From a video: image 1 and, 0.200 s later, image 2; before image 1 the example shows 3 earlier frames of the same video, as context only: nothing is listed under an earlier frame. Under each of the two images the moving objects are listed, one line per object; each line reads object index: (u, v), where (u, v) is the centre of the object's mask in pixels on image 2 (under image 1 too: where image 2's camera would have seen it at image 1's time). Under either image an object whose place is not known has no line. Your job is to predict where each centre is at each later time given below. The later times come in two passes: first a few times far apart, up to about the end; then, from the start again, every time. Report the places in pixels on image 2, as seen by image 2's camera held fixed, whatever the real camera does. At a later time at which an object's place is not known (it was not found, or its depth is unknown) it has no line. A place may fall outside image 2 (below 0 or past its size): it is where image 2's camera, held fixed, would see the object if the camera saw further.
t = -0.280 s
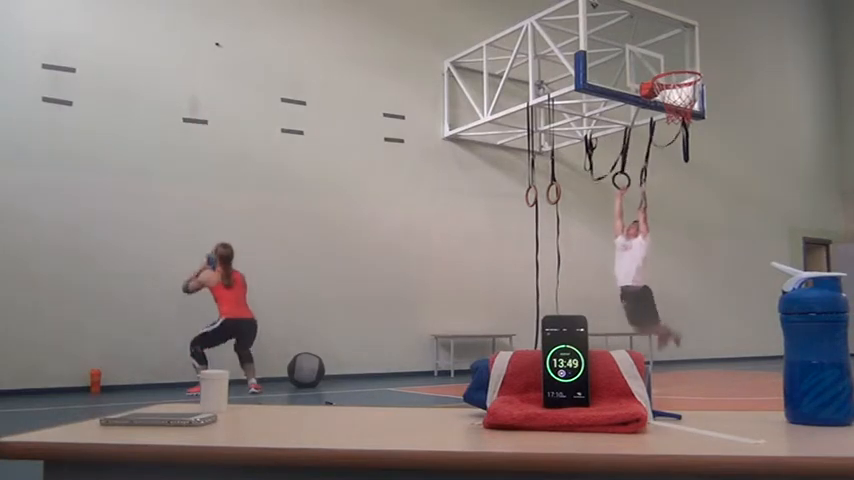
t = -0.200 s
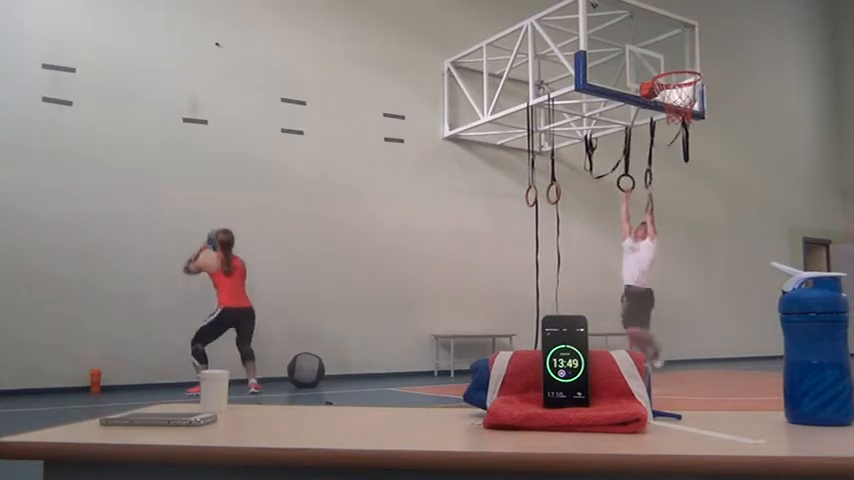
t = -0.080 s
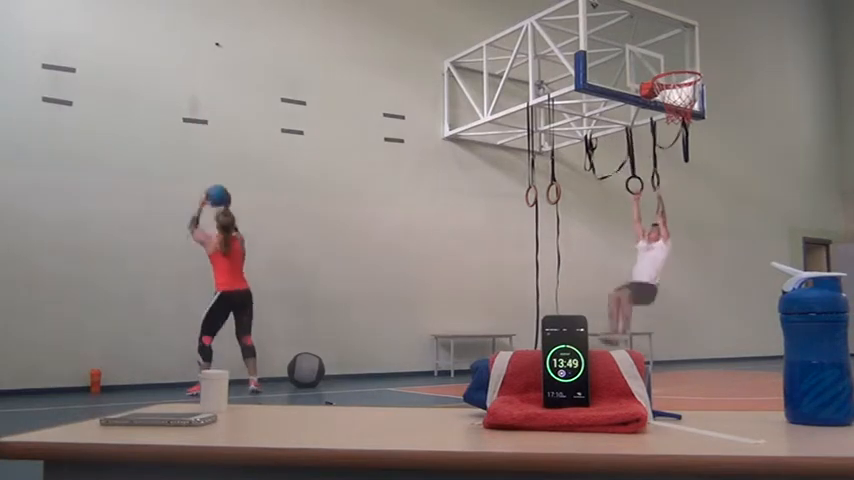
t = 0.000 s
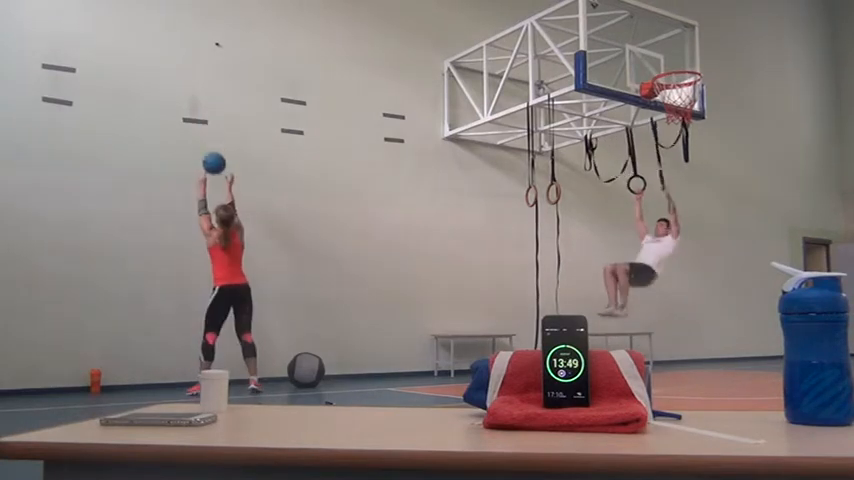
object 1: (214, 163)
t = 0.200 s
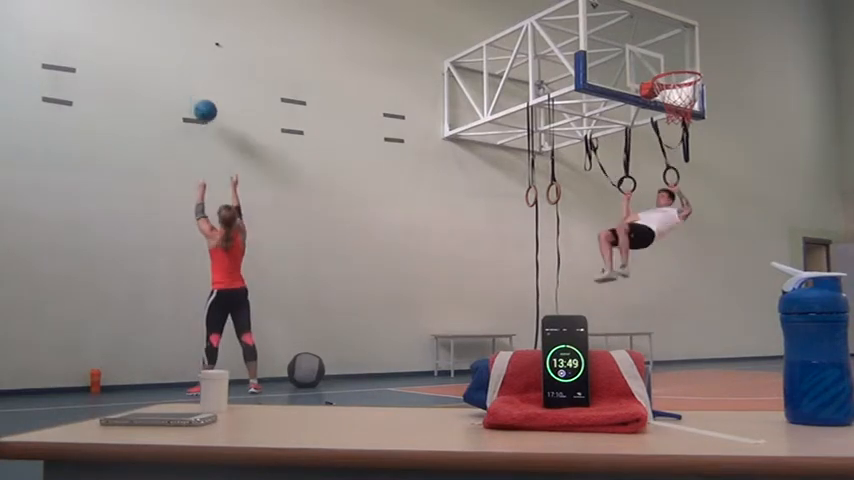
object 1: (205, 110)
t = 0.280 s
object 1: (201, 101)
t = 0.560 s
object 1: (203, 107)
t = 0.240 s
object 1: (203, 105)
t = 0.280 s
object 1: (201, 101)
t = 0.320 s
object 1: (199, 99)
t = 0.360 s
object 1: (198, 98)
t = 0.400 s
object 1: (199, 96)
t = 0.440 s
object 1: (200, 97)
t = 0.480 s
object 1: (201, 99)
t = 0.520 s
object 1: (202, 102)
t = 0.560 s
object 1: (203, 107)
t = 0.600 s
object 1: (204, 114)
